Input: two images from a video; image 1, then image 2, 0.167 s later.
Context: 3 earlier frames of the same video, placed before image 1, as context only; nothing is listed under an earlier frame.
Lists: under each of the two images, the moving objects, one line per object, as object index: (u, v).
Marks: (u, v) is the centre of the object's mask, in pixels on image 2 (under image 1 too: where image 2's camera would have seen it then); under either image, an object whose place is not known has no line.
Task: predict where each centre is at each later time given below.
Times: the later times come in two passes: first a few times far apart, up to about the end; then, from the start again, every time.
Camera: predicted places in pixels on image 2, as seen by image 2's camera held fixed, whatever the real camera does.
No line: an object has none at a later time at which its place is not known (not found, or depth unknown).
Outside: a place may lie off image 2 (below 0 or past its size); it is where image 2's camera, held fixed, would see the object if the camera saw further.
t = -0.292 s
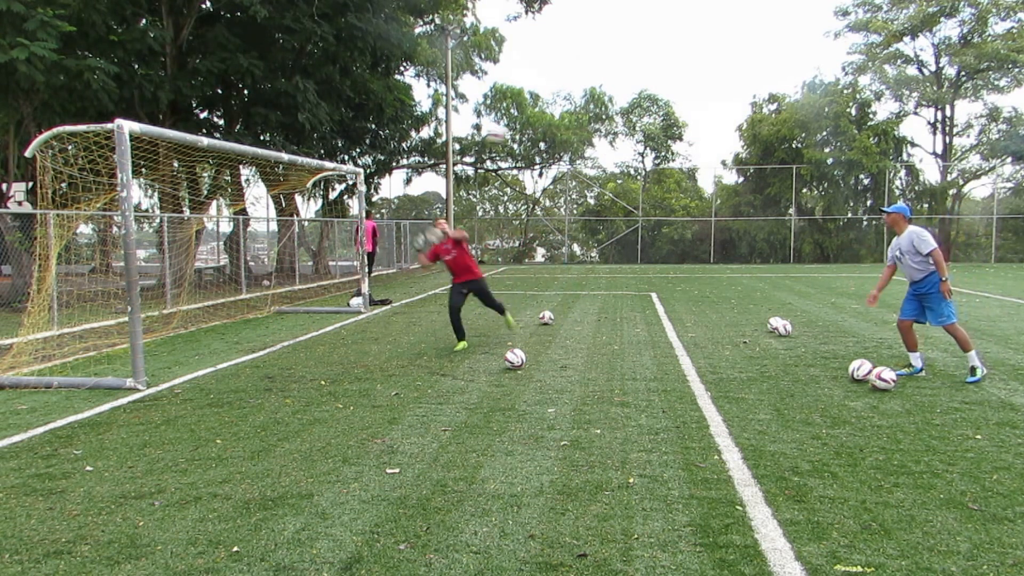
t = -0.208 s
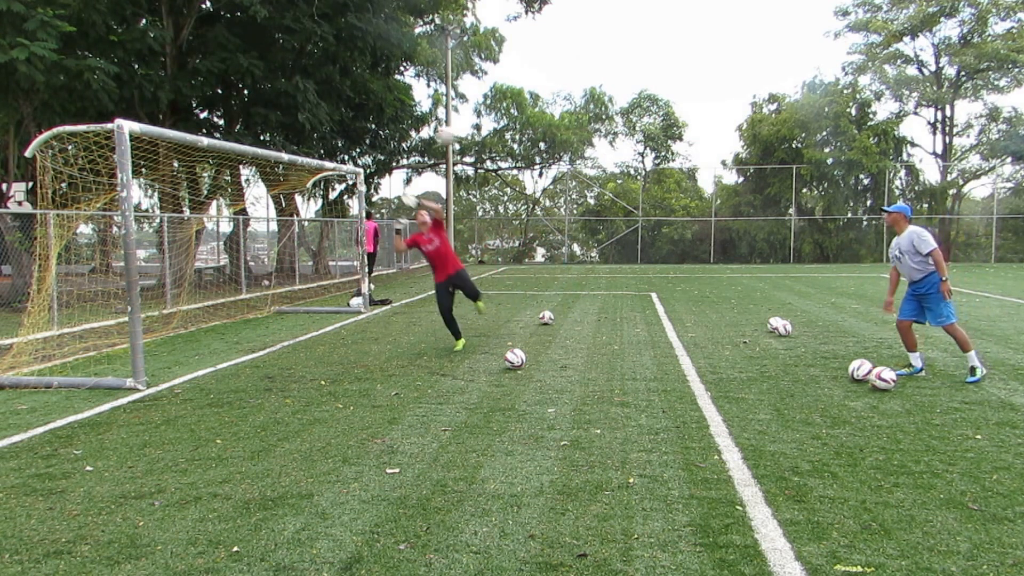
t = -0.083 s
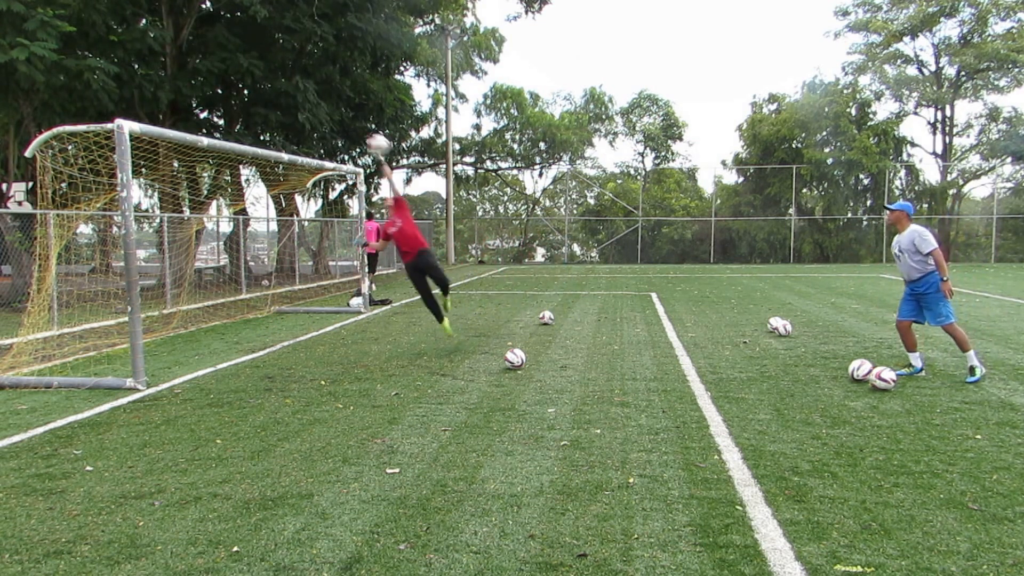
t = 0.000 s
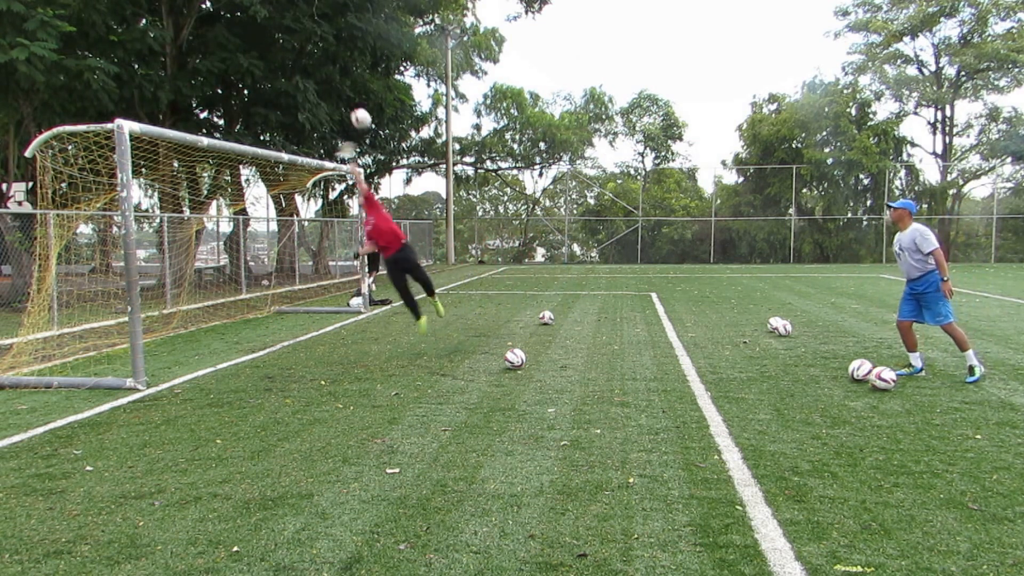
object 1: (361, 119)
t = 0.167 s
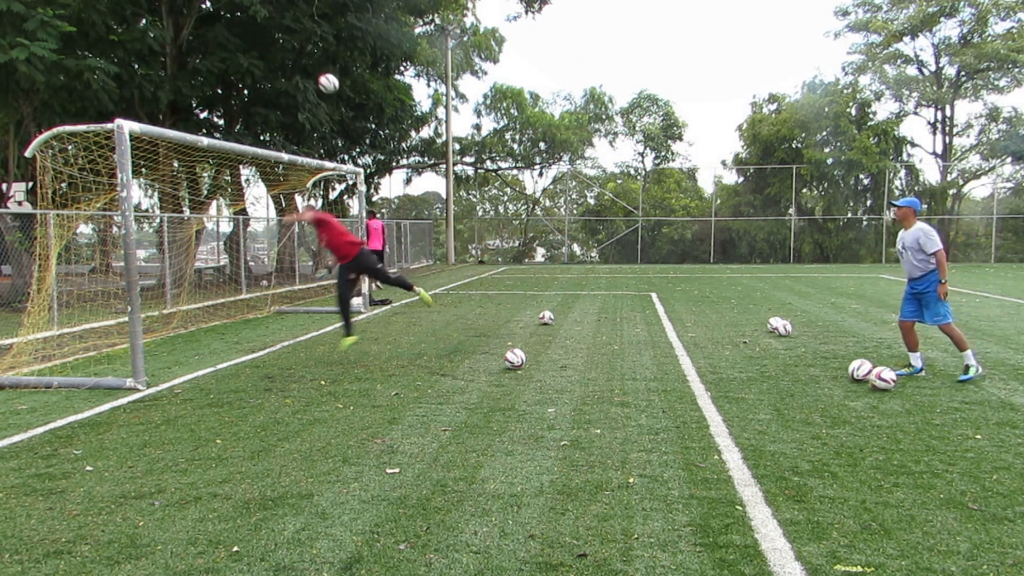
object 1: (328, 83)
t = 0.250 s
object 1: (312, 75)
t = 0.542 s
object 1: (259, 88)
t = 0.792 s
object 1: (216, 157)
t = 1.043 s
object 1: (175, 215)
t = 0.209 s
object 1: (320, 78)
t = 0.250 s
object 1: (312, 75)
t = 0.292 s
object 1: (304, 72)
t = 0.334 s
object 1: (297, 71)
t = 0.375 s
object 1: (289, 72)
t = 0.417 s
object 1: (281, 74)
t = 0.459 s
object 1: (274, 77)
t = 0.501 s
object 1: (266, 82)
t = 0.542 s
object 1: (259, 88)
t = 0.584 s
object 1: (252, 96)
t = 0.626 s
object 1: (244, 105)
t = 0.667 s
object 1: (237, 116)
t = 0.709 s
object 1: (230, 127)
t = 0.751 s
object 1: (224, 136)
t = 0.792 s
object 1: (216, 157)
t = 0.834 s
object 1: (209, 169)
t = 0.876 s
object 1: (204, 182)
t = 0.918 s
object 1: (196, 197)
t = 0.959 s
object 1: (190, 205)
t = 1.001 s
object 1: (181, 210)
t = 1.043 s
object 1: (175, 215)
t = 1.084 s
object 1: (166, 221)
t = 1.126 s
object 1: (158, 226)
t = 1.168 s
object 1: (150, 231)
